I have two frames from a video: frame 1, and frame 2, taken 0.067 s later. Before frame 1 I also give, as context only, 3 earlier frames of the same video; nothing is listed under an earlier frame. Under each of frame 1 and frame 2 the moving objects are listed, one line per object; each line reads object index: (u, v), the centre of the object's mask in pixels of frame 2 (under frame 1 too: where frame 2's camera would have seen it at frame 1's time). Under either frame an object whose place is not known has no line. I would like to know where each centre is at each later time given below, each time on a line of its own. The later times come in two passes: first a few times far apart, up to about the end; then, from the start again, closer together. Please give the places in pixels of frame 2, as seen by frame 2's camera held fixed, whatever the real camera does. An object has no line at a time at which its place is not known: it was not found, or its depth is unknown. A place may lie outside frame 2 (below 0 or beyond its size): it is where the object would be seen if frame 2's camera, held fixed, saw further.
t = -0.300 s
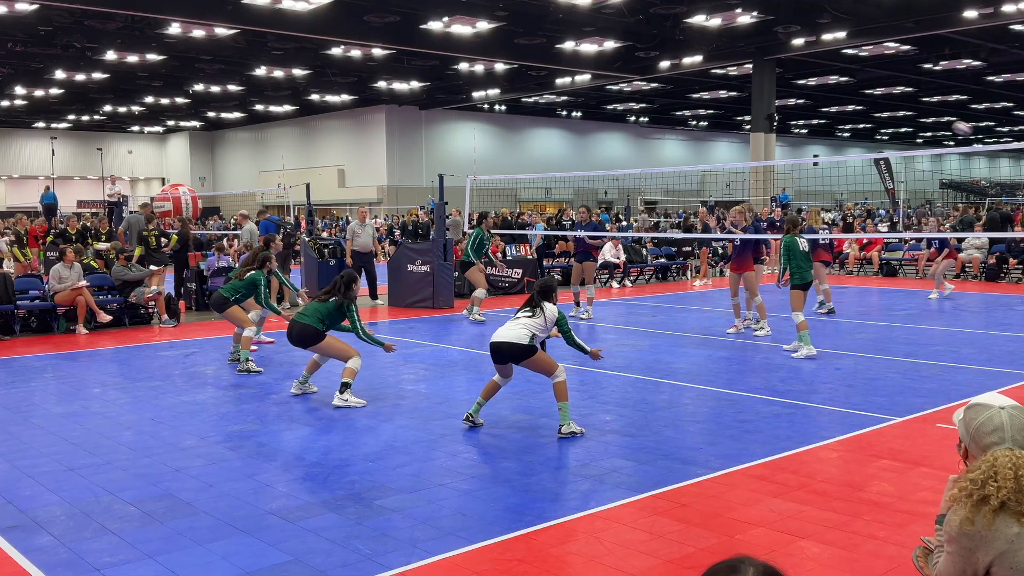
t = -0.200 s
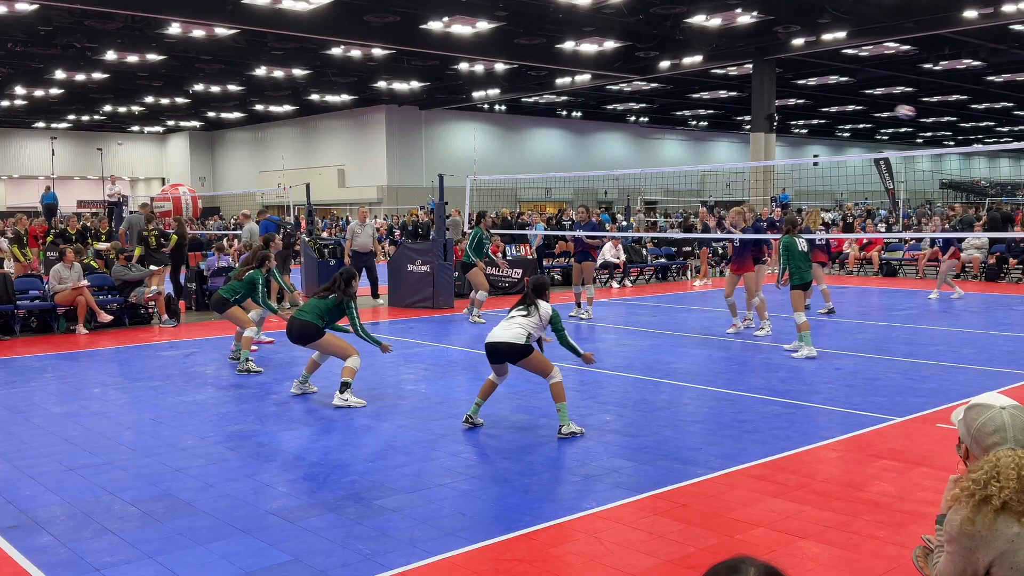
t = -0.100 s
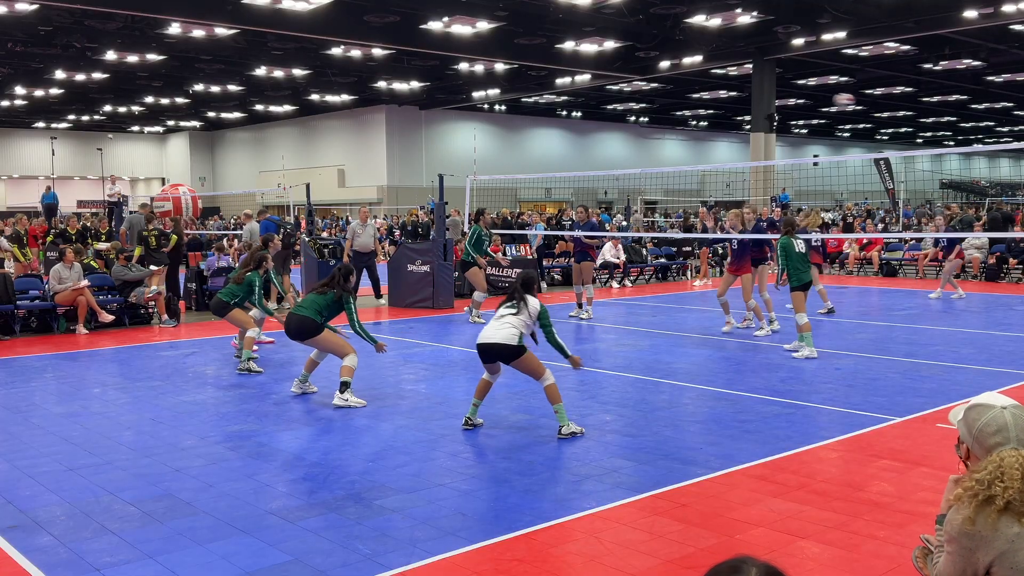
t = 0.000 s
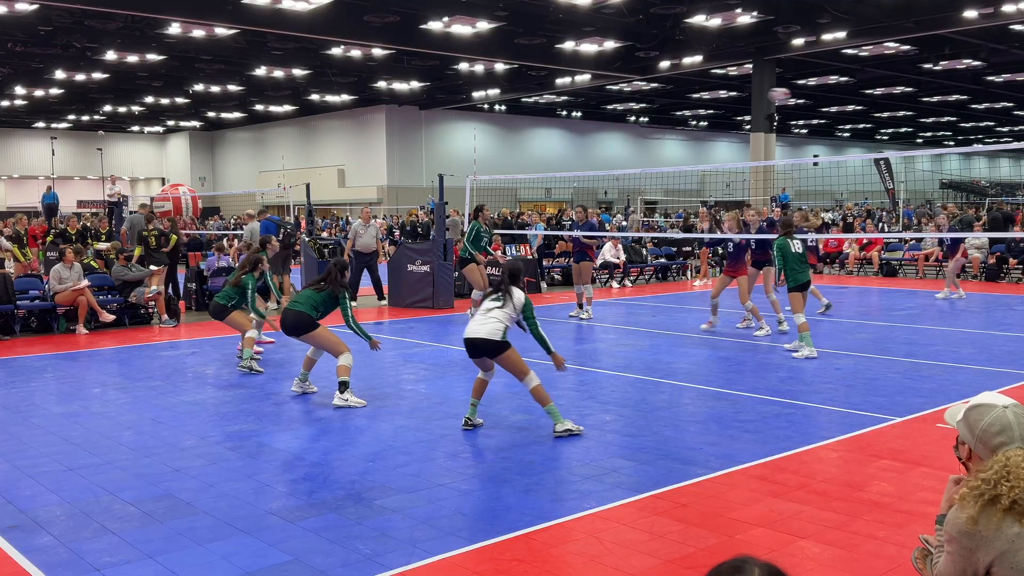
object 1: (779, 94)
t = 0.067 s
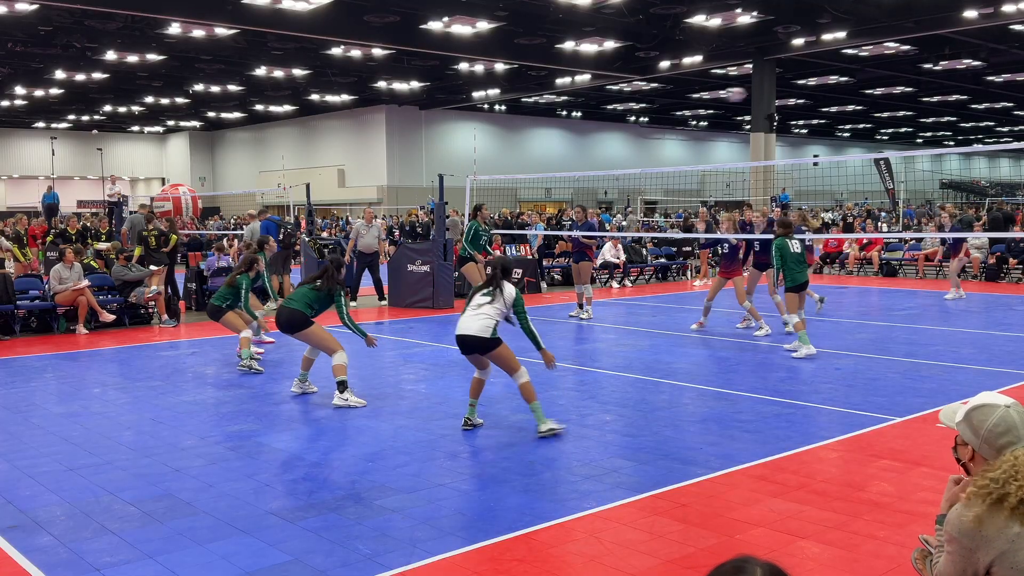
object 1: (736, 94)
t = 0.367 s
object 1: (517, 126)
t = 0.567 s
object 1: (358, 184)
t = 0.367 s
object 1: (517, 126)
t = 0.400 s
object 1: (493, 134)
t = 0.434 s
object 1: (465, 144)
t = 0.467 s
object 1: (440, 152)
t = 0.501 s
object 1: (413, 161)
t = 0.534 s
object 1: (385, 172)
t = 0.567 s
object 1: (358, 184)
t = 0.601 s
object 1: (332, 194)
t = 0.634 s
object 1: (303, 209)
